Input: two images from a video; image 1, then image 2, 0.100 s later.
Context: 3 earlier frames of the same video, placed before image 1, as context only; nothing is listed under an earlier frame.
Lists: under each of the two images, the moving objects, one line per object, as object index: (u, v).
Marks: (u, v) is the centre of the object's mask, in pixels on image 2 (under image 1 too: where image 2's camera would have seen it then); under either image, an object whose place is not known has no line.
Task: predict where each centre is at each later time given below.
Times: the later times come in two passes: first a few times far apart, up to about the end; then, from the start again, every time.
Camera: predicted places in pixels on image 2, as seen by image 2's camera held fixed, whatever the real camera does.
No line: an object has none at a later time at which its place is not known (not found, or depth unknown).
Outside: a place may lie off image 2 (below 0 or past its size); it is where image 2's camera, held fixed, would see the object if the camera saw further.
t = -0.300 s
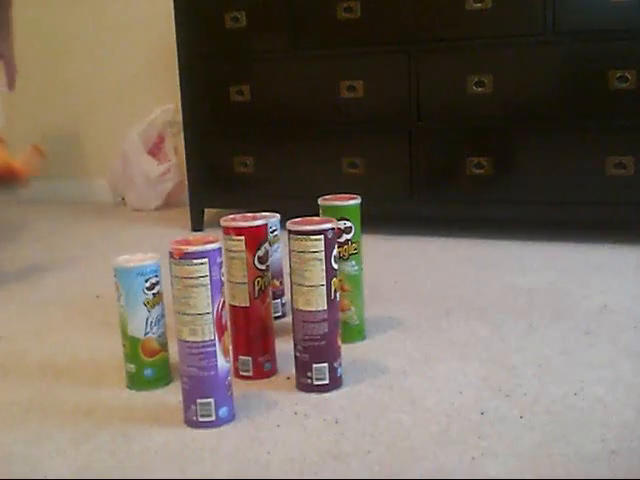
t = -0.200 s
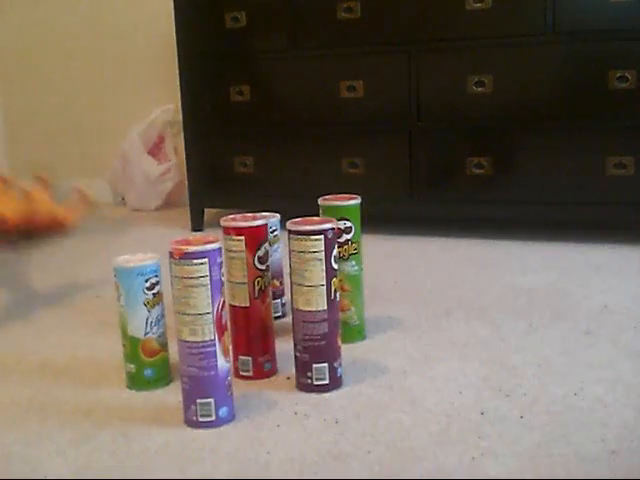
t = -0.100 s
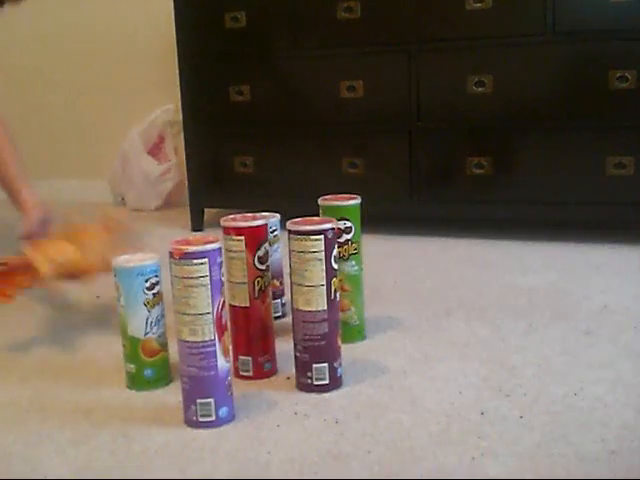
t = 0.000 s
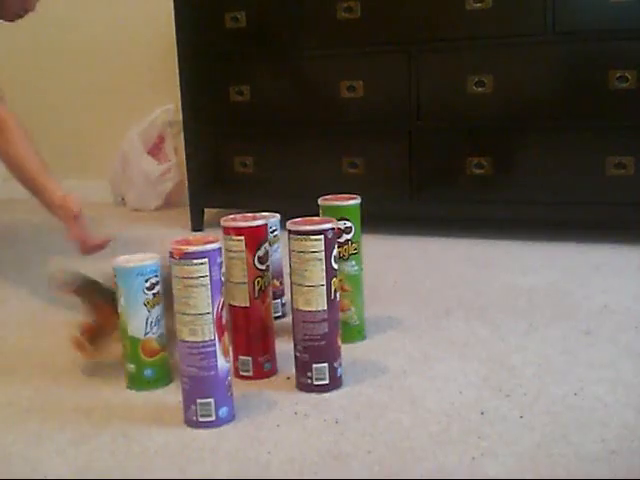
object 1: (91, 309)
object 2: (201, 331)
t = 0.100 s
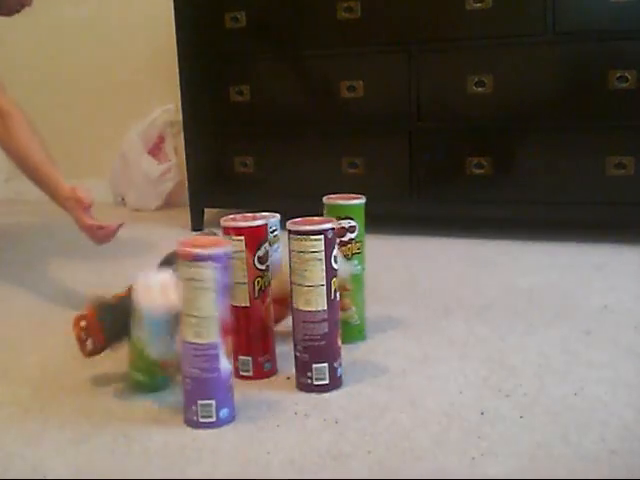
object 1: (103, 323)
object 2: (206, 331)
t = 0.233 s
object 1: (145, 317)
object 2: (243, 333)
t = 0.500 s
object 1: (150, 345)
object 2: (331, 418)
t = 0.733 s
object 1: (149, 351)
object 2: (332, 418)
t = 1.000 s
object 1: (149, 351)
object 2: (332, 418)
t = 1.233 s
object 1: (149, 351)
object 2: (332, 418)
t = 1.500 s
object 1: (149, 351)
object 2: (332, 418)
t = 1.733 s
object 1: (149, 351)
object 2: (332, 418)
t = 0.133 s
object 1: (128, 308)
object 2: (213, 328)
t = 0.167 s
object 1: (141, 307)
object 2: (222, 329)
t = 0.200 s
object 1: (148, 310)
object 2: (233, 330)
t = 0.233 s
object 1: (145, 317)
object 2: (243, 333)
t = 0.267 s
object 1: (141, 331)
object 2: (259, 338)
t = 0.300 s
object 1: (138, 343)
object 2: (275, 346)
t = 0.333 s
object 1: (139, 351)
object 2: (287, 362)
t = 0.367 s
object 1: (144, 345)
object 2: (303, 383)
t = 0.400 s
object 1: (146, 340)
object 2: (322, 412)
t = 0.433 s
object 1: (147, 341)
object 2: (319, 415)
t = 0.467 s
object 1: (149, 345)
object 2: (326, 416)
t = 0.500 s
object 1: (150, 345)
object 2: (331, 418)
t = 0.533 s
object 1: (150, 347)
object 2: (332, 418)
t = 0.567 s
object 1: (150, 350)
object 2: (332, 418)
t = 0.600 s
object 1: (150, 350)
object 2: (332, 418)
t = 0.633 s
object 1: (149, 351)
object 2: (332, 418)
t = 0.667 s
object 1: (149, 351)
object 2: (332, 418)
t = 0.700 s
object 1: (149, 351)
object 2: (332, 418)
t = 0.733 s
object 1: (149, 351)
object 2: (332, 418)
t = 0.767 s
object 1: (149, 351)
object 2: (332, 418)
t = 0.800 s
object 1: (149, 351)
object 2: (332, 418)
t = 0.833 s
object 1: (149, 351)
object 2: (332, 418)
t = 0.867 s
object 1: (149, 351)
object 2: (332, 418)
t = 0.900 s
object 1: (149, 351)
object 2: (332, 418)
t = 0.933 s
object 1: (149, 351)
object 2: (332, 418)
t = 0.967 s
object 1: (150, 351)
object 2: (332, 418)
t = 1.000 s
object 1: (149, 351)
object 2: (332, 418)
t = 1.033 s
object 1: (149, 351)
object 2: (332, 418)
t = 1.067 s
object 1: (149, 351)
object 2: (332, 418)
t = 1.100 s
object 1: (149, 351)
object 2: (332, 418)
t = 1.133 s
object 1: (149, 351)
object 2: (331, 418)
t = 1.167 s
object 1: (149, 351)
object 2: (332, 418)
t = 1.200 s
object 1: (149, 351)
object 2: (332, 418)
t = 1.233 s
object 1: (149, 351)
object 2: (332, 418)
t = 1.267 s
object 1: (149, 351)
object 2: (332, 418)
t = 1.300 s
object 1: (149, 351)
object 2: (332, 418)
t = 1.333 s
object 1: (149, 351)
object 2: (332, 418)
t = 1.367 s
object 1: (149, 351)
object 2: (332, 418)
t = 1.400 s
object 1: (149, 351)
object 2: (332, 418)
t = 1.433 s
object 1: (149, 351)
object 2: (332, 418)
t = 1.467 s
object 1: (149, 351)
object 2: (332, 418)
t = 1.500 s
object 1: (149, 351)
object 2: (332, 418)
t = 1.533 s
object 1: (149, 351)
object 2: (332, 418)
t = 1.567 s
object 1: (149, 351)
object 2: (332, 418)
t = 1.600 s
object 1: (149, 351)
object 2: (332, 418)
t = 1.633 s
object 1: (149, 351)
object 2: (332, 418)
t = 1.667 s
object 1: (149, 351)
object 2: (332, 418)
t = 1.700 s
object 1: (149, 351)
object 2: (332, 418)
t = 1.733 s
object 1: (149, 351)
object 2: (332, 418)
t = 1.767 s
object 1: (149, 351)
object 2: (332, 418)
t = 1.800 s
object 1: (149, 351)
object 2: (332, 418)
